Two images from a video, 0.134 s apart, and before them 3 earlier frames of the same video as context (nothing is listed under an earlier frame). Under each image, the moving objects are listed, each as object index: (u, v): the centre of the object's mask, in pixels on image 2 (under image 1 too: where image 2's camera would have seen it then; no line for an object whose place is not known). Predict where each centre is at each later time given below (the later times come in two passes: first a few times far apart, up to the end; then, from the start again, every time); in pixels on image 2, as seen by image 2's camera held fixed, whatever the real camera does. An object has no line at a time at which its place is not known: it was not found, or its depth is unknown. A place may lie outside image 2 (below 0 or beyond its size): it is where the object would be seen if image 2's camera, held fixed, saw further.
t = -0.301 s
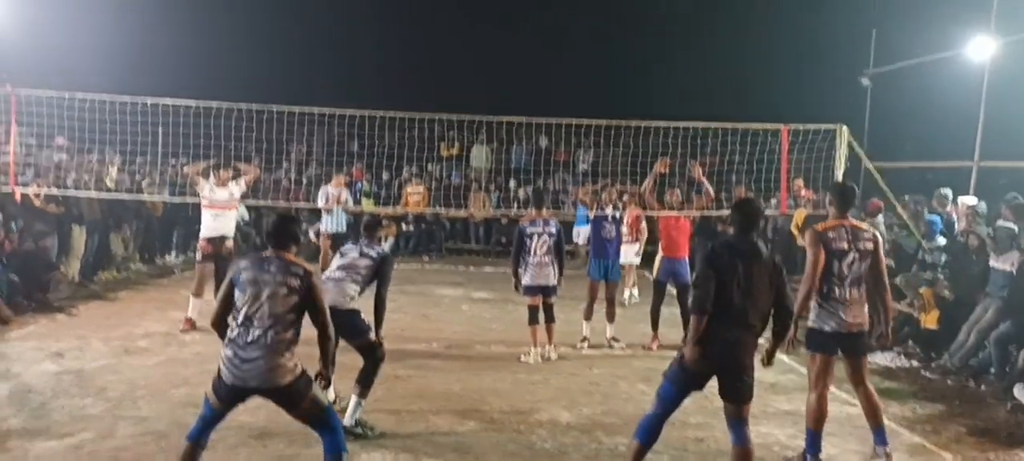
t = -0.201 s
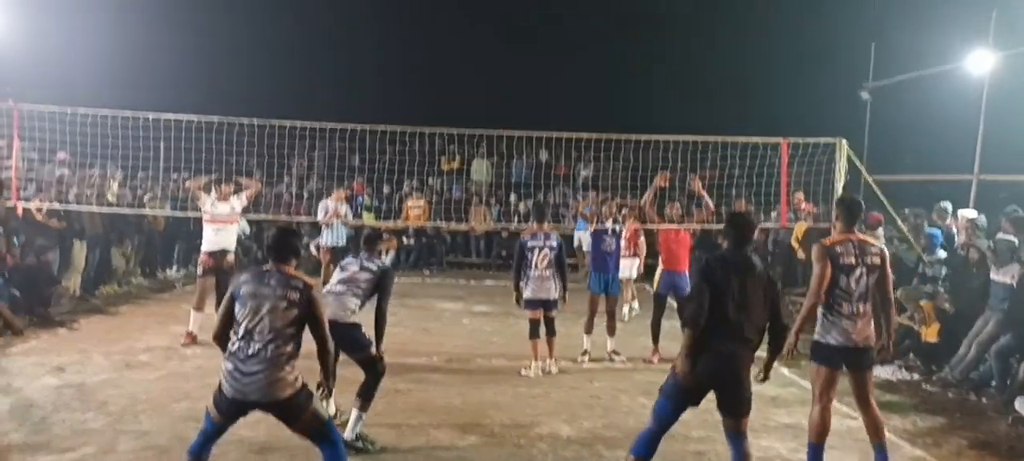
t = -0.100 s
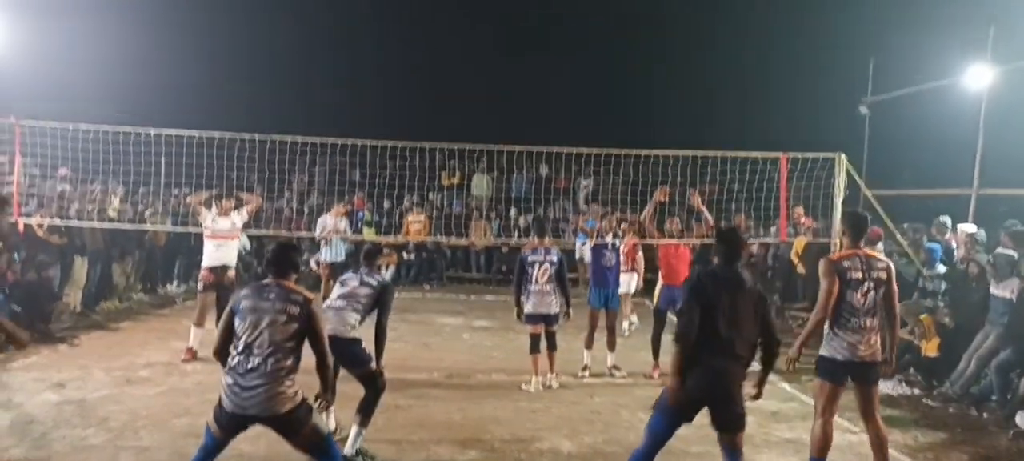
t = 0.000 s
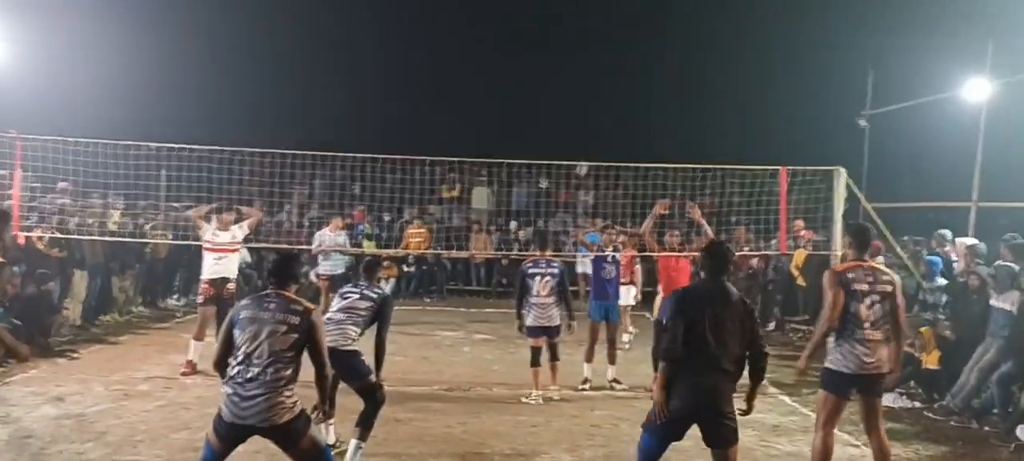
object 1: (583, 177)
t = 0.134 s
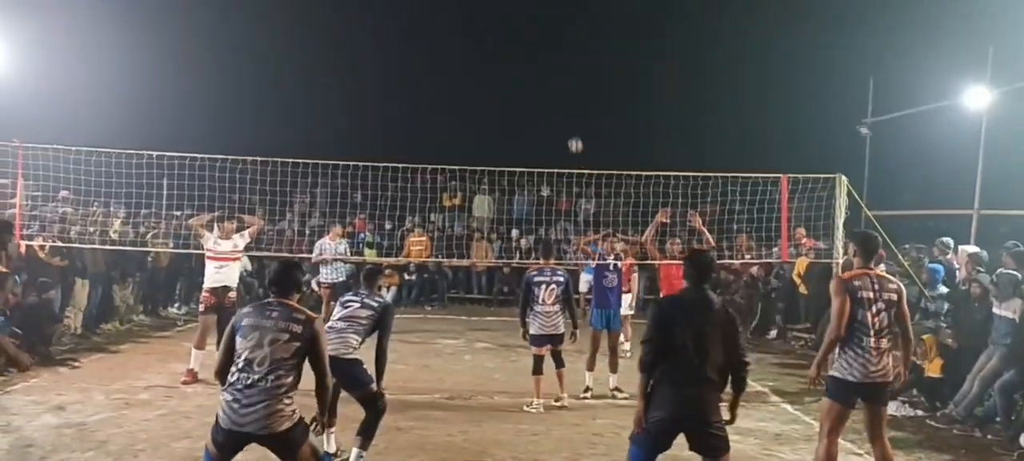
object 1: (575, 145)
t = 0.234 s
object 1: (567, 126)
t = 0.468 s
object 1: (542, 98)
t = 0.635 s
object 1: (518, 102)
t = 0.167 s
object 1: (572, 138)
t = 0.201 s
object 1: (570, 132)
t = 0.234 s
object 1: (567, 126)
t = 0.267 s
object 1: (563, 120)
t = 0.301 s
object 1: (560, 115)
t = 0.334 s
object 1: (557, 111)
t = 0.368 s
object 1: (553, 107)
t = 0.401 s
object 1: (550, 103)
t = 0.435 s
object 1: (546, 100)
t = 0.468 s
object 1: (542, 98)
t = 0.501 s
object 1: (538, 97)
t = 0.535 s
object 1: (533, 96)
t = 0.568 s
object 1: (528, 96)
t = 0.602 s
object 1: (524, 98)
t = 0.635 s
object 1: (518, 102)
